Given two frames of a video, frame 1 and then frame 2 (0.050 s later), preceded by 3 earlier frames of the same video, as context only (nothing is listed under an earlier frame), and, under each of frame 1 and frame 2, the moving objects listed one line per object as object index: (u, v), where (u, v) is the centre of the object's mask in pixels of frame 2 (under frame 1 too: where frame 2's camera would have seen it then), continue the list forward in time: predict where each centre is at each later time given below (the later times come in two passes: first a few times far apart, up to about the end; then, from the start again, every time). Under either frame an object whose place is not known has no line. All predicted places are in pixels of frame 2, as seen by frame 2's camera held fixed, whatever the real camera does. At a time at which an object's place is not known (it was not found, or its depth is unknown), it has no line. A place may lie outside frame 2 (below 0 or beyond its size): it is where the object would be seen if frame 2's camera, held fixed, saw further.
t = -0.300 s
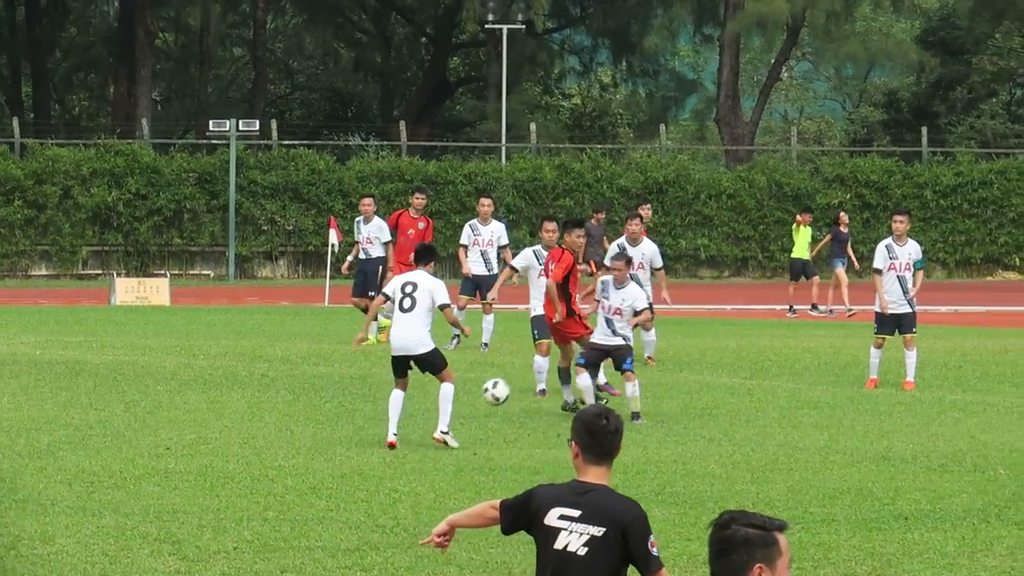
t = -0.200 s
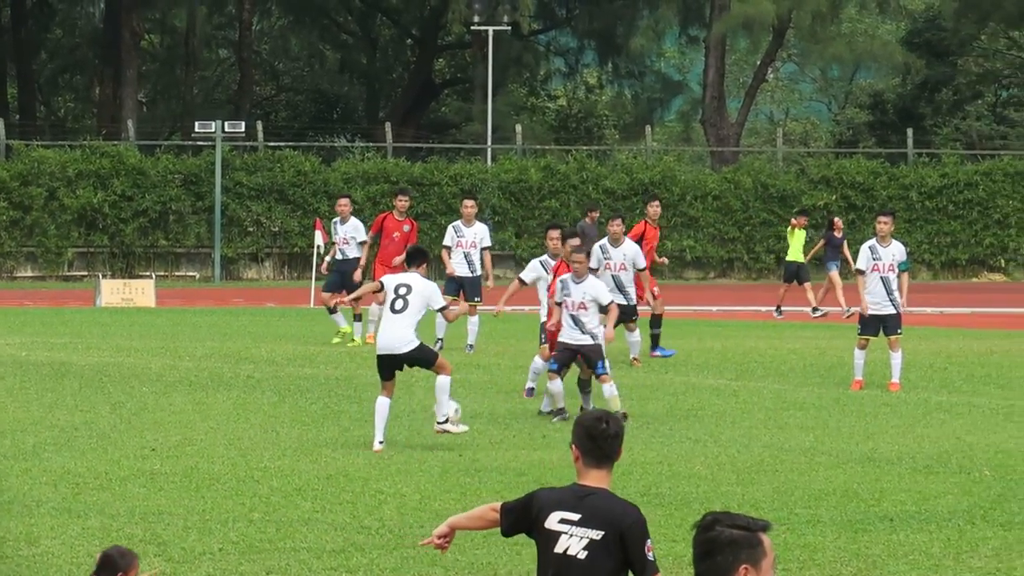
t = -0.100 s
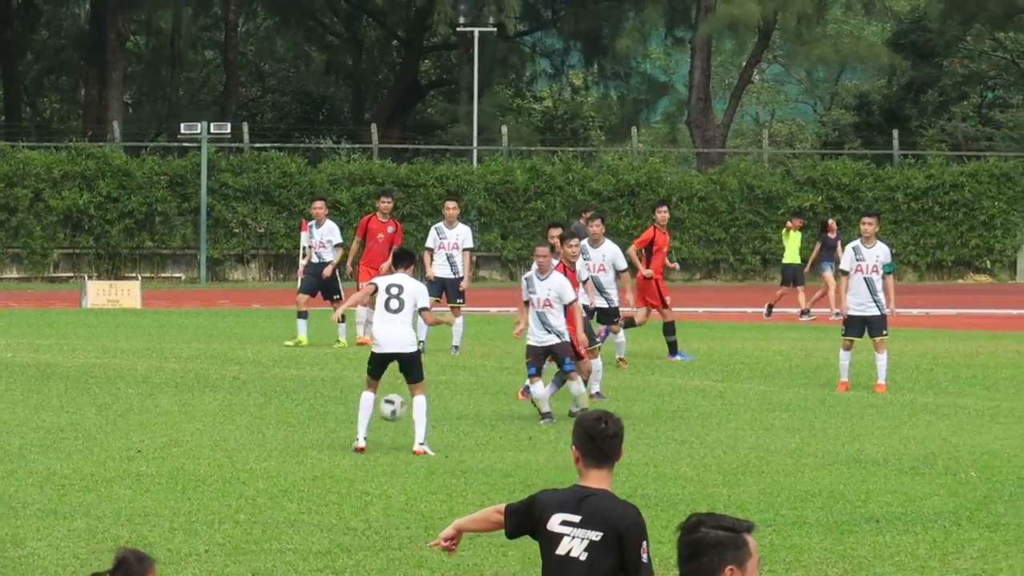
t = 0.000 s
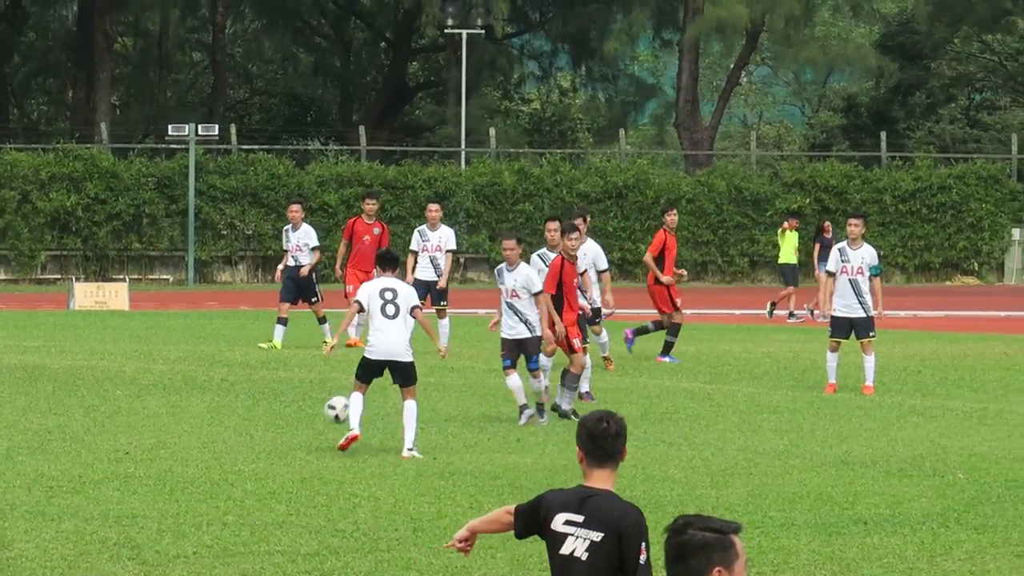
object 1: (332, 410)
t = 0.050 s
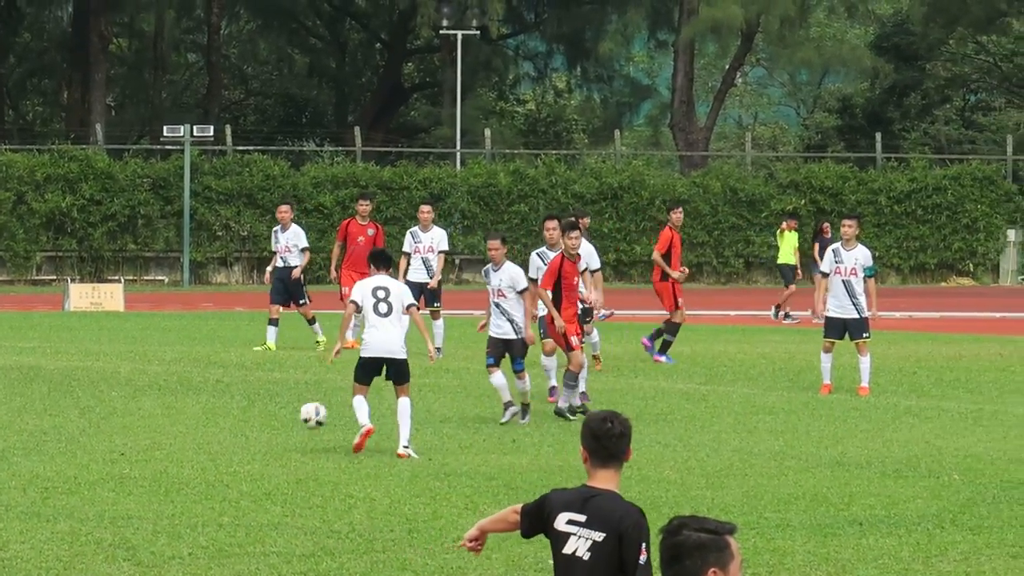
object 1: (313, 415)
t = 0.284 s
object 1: (237, 433)
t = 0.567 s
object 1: (184, 438)
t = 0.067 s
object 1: (306, 417)
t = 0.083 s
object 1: (298, 420)
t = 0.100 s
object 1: (292, 423)
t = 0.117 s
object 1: (285, 426)
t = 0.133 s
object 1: (278, 430)
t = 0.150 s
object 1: (271, 434)
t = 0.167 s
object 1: (265, 438)
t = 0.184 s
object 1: (258, 441)
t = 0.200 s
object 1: (253, 440)
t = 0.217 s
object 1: (250, 439)
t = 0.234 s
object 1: (247, 437)
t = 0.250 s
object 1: (243, 435)
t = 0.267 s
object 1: (240, 434)
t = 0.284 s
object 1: (237, 433)
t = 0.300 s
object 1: (234, 432)
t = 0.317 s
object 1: (230, 432)
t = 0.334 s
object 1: (227, 433)
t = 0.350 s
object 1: (225, 433)
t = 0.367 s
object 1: (221, 433)
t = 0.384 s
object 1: (218, 434)
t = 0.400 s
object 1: (215, 435)
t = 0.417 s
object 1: (212, 437)
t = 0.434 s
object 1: (209, 439)
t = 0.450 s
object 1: (206, 440)
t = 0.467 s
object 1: (202, 443)
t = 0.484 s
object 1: (200, 443)
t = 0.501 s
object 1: (196, 441)
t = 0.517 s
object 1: (193, 440)
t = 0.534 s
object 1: (190, 439)
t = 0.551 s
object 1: (186, 438)
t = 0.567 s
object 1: (184, 438)
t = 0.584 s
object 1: (180, 438)
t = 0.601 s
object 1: (177, 438)
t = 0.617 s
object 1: (174, 438)
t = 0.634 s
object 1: (171, 439)
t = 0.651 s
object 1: (168, 440)
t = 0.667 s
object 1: (165, 441)
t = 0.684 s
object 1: (162, 441)
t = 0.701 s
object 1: (159, 441)
